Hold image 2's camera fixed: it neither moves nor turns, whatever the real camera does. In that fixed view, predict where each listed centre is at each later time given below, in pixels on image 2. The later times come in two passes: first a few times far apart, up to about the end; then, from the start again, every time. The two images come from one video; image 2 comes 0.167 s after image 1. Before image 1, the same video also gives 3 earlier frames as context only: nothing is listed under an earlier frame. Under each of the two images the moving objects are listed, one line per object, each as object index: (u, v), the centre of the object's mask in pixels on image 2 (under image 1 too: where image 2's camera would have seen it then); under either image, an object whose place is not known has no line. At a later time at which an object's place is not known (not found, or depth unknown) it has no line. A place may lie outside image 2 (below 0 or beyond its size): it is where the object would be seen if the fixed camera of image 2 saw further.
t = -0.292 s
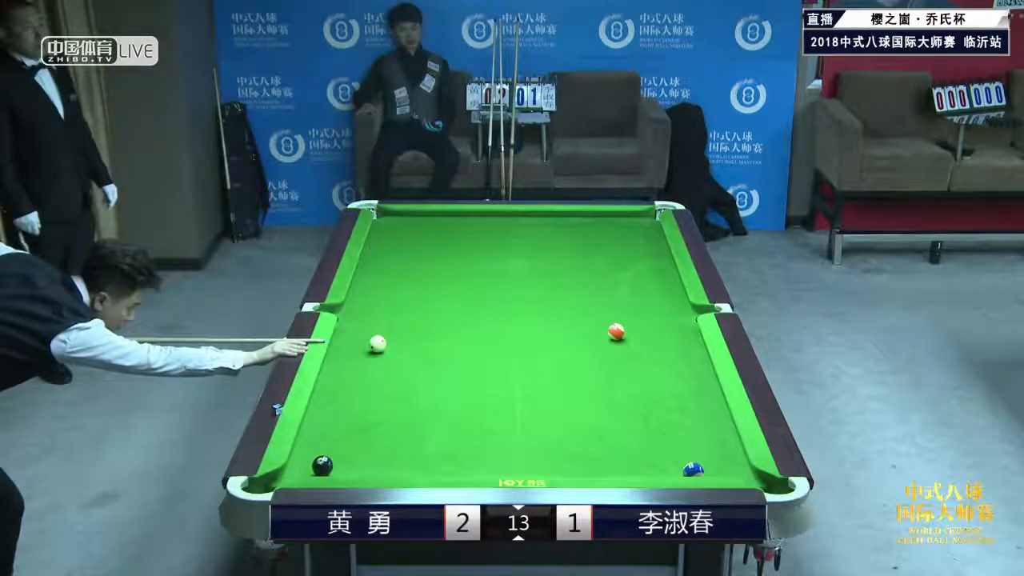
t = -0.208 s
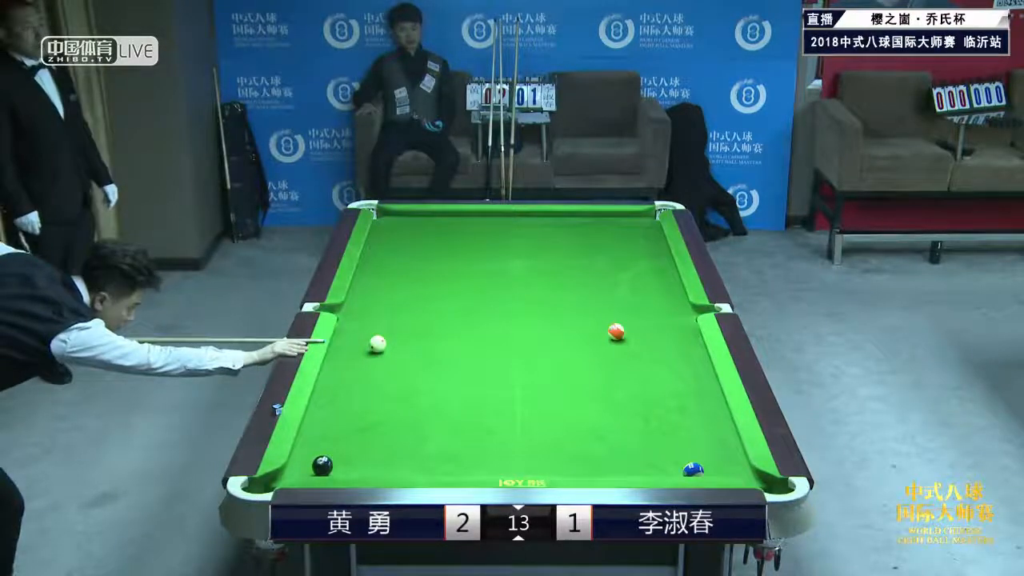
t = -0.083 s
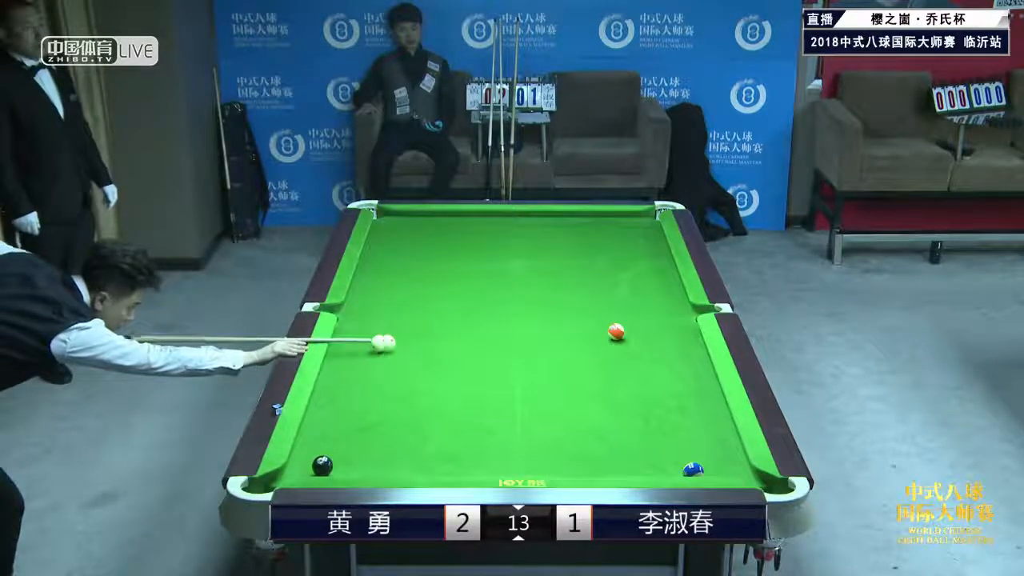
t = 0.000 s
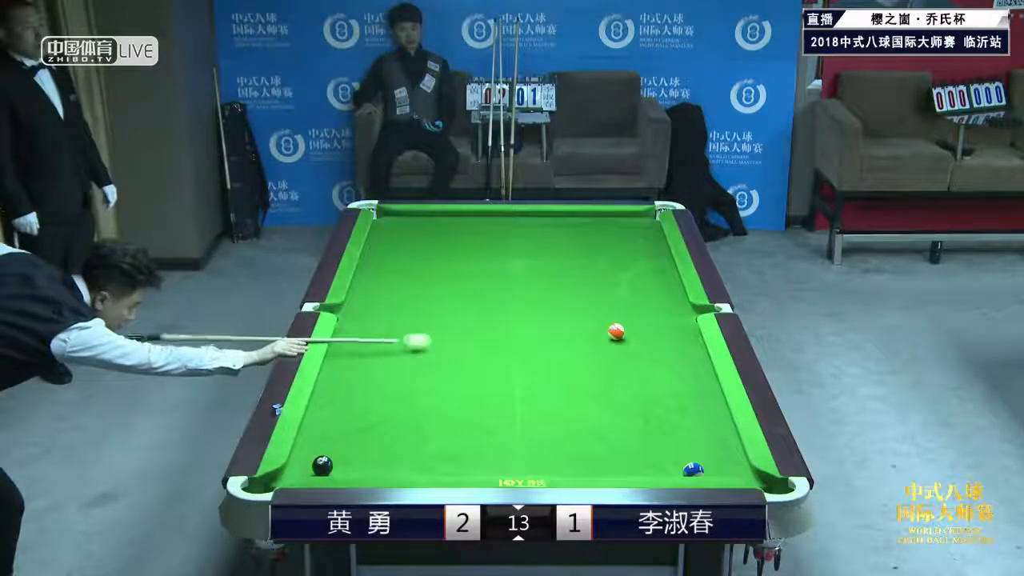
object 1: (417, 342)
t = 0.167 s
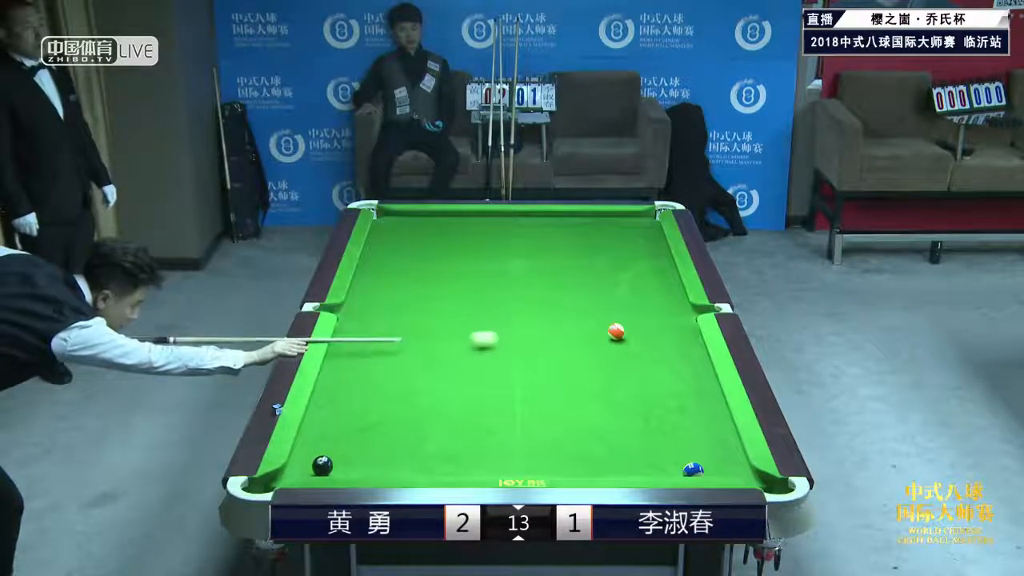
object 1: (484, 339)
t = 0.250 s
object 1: (517, 337)
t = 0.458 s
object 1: (599, 335)
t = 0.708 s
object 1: (640, 345)
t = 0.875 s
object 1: (669, 350)
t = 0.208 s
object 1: (499, 338)
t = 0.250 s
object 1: (517, 337)
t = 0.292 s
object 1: (533, 337)
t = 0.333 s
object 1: (550, 336)
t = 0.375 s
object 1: (566, 336)
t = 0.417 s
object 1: (582, 336)
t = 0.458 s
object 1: (599, 335)
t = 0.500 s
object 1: (605, 337)
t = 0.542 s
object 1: (611, 339)
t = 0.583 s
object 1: (619, 341)
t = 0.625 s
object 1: (626, 342)
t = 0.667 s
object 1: (633, 343)
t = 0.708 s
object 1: (640, 345)
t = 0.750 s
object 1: (648, 346)
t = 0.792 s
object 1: (655, 348)
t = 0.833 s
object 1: (662, 349)
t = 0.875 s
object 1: (669, 350)
